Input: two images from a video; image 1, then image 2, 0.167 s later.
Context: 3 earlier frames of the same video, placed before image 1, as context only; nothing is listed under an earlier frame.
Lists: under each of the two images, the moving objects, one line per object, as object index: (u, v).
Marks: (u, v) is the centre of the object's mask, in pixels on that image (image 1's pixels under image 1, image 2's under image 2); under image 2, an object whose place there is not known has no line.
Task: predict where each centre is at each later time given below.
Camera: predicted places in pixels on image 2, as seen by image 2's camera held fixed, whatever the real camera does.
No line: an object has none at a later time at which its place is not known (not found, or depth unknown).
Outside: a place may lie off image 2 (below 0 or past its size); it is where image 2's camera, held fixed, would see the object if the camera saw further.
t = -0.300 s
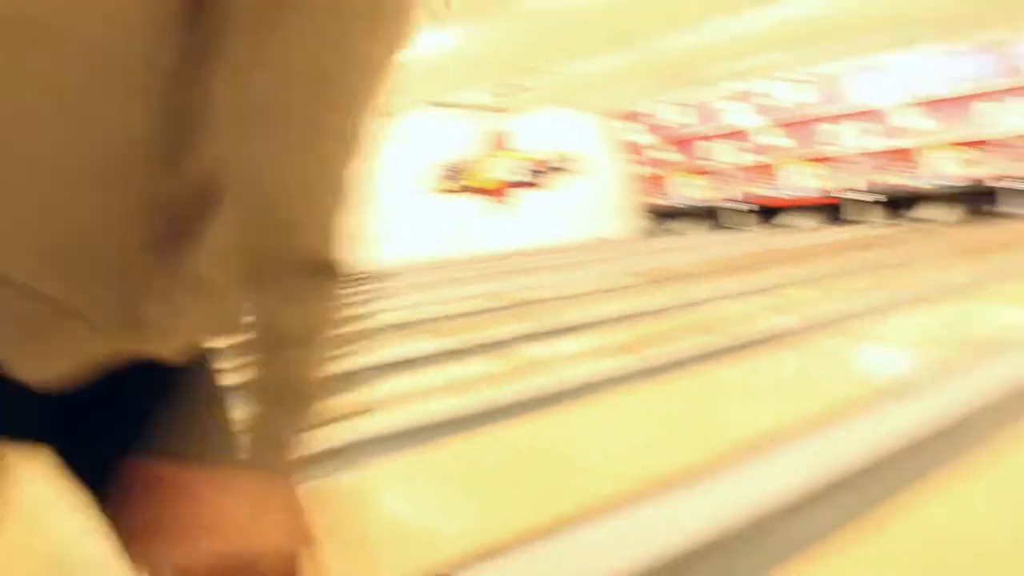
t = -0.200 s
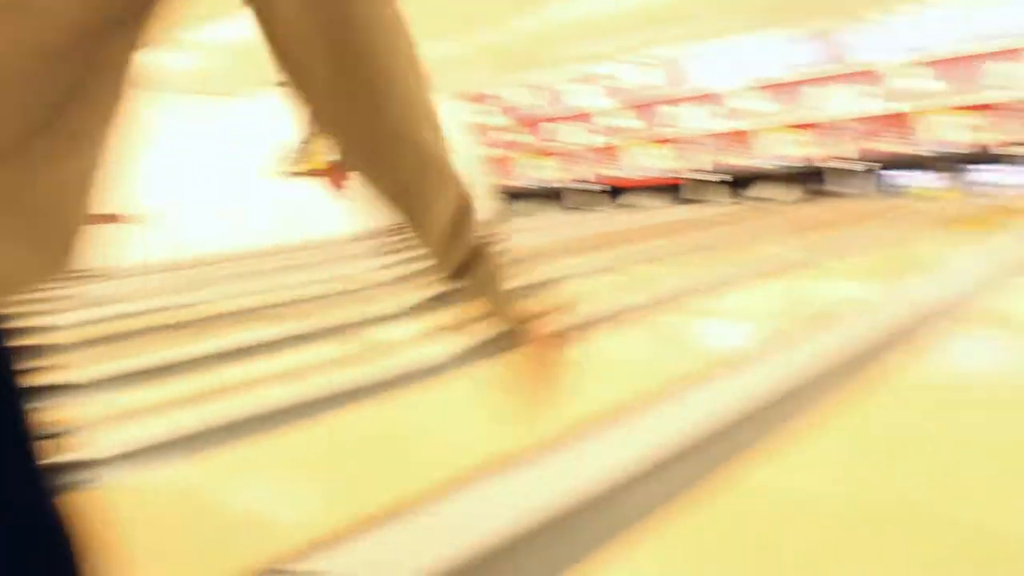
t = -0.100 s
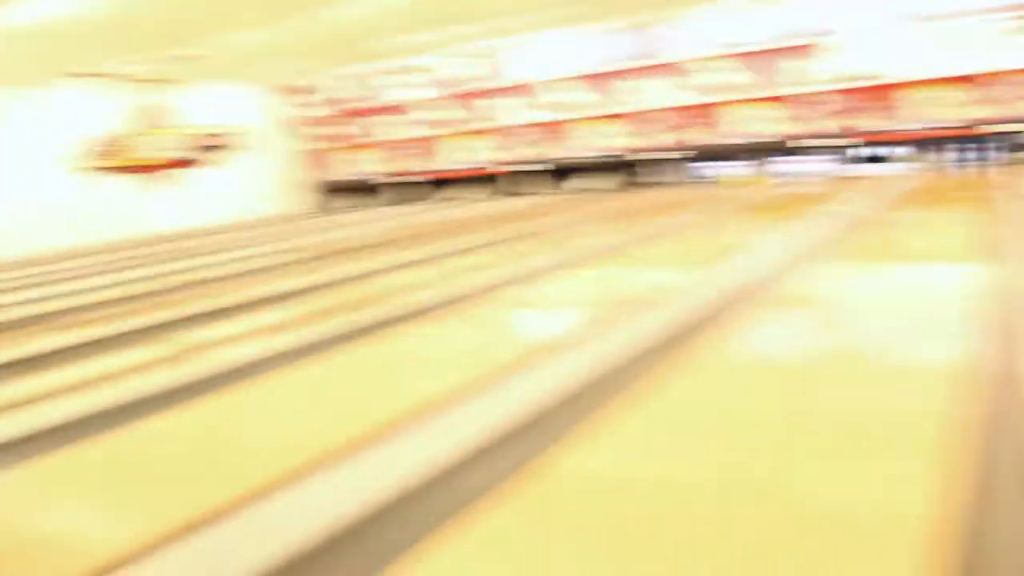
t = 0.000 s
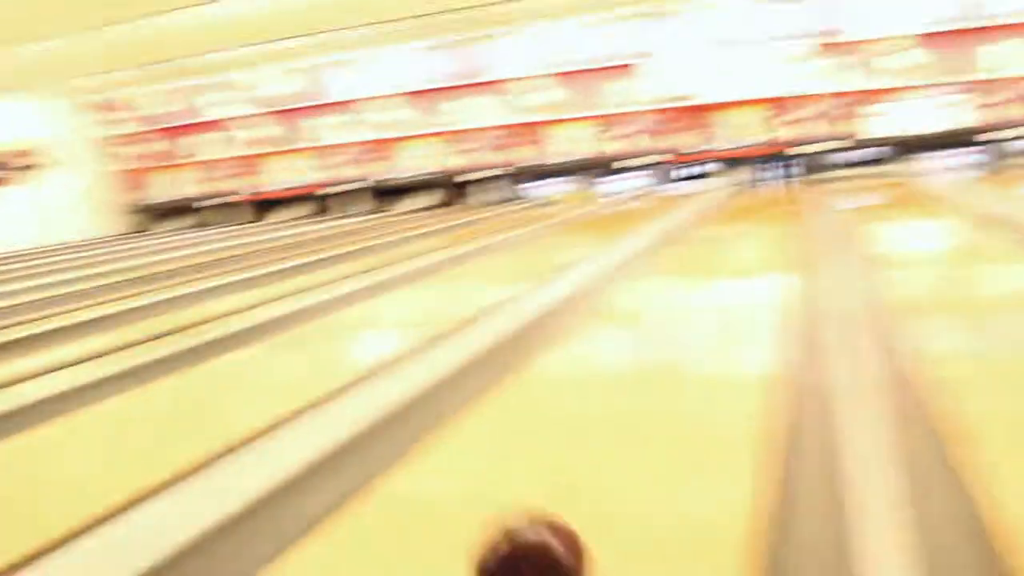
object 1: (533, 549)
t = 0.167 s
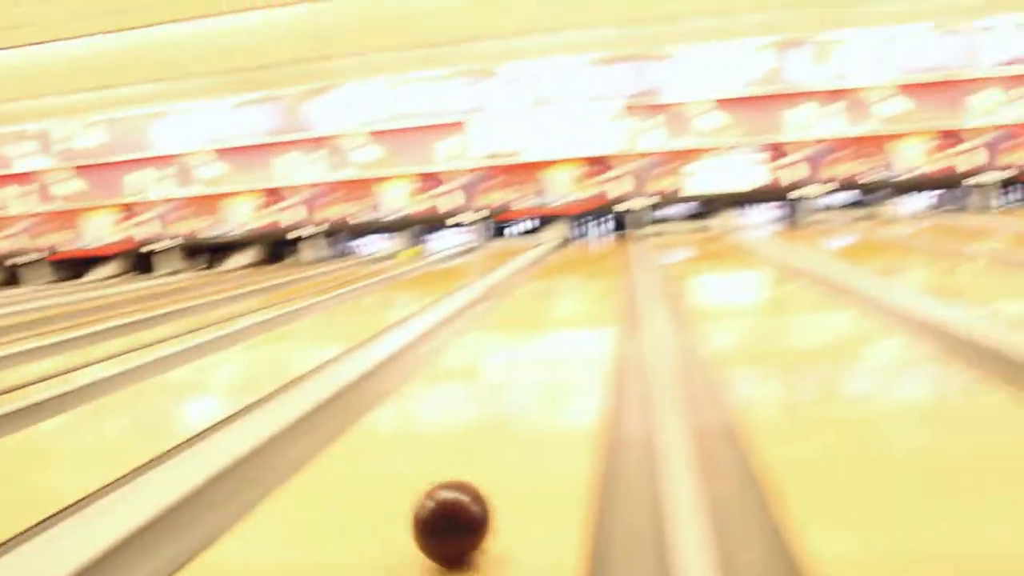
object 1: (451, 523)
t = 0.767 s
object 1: (559, 343)
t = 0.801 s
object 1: (562, 339)
